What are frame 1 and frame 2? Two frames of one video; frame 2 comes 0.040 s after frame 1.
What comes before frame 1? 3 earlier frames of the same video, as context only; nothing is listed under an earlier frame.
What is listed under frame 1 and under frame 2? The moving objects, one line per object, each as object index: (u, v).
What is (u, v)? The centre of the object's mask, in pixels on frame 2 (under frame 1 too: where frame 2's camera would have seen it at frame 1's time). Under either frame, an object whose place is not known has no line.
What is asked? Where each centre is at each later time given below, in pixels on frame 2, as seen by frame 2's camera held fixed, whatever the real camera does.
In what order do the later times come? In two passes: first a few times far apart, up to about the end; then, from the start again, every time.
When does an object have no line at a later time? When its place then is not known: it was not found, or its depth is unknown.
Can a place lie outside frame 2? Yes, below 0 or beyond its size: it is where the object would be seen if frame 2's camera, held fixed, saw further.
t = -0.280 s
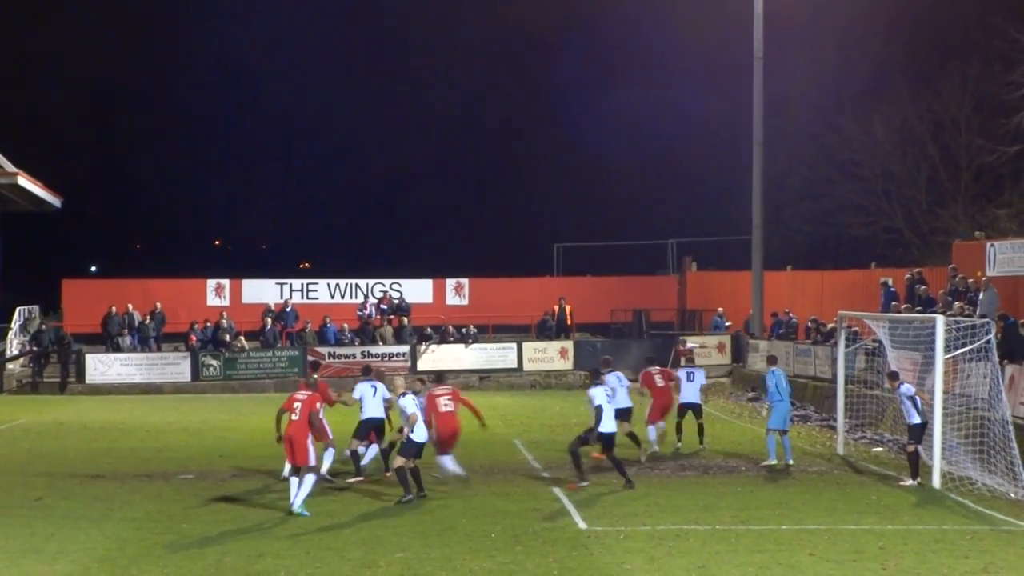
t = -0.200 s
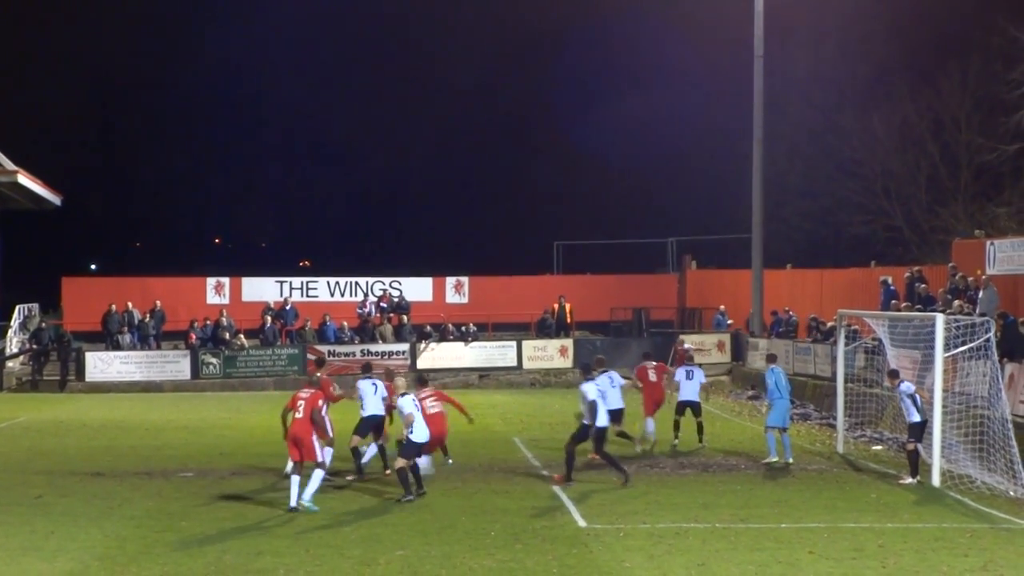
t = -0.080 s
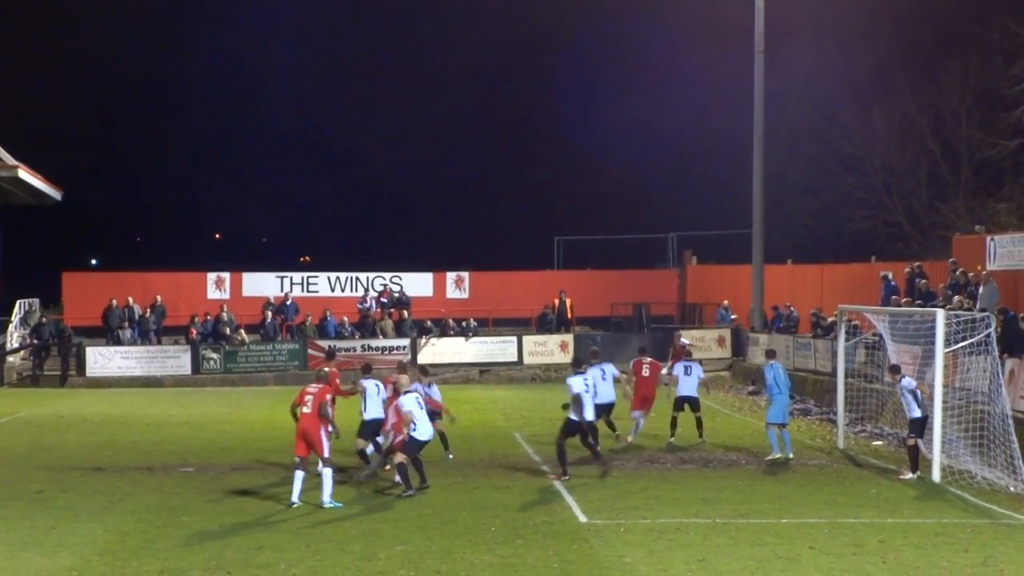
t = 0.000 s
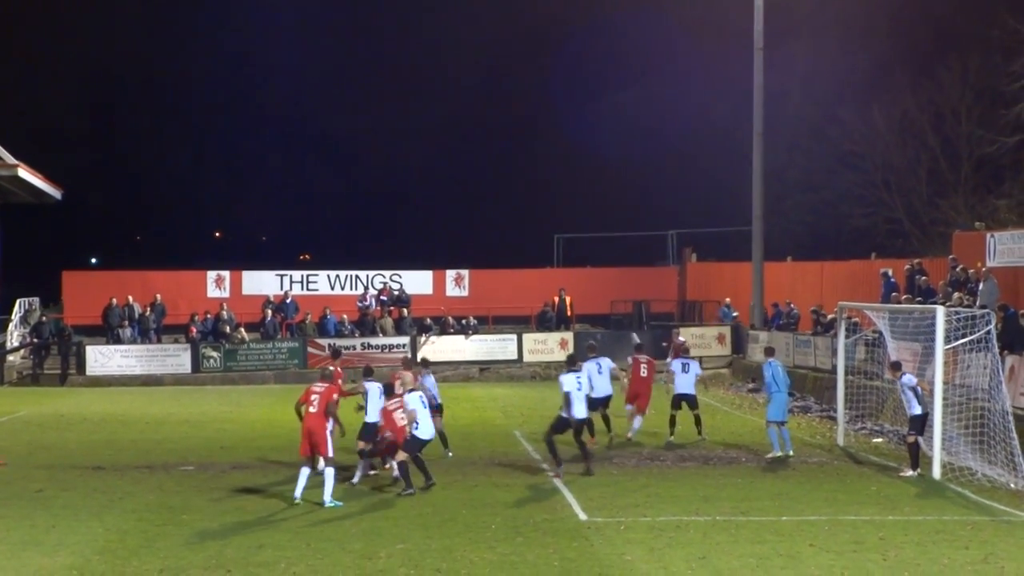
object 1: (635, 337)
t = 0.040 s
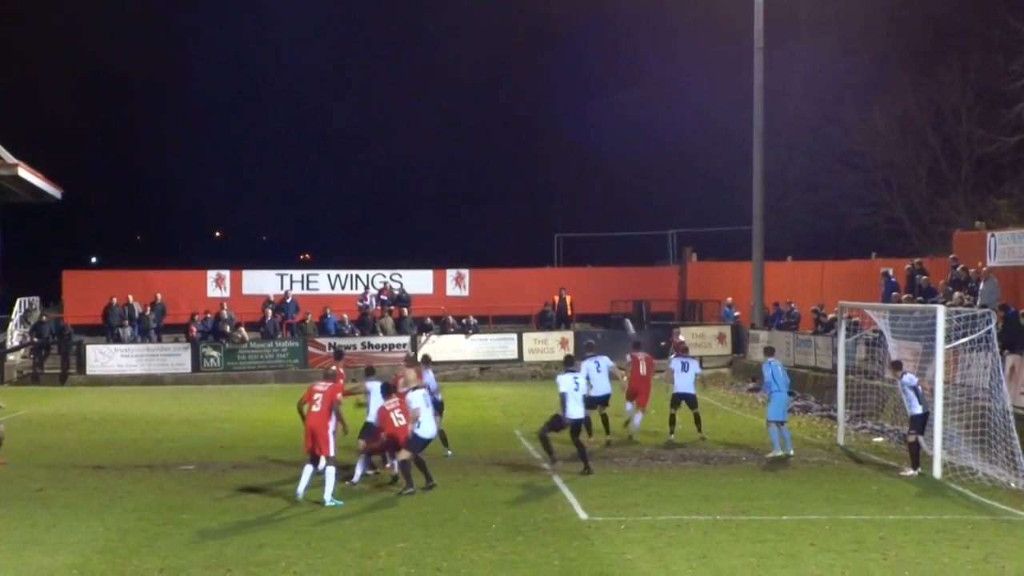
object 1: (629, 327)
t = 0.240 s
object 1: (598, 269)
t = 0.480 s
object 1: (566, 213)
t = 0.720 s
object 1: (539, 170)
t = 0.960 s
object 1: (516, 145)
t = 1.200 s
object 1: (496, 140)
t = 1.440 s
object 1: (478, 159)
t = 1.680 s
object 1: (462, 207)
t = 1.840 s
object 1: (454, 257)
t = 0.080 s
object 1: (623, 315)
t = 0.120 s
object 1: (616, 303)
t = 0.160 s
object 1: (610, 291)
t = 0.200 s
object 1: (604, 280)
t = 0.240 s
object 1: (598, 269)
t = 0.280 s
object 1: (592, 259)
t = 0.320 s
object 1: (587, 250)
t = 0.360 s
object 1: (581, 240)
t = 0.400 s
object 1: (576, 230)
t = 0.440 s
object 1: (571, 221)
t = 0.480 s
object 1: (566, 213)
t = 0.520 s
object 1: (561, 205)
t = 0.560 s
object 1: (556, 196)
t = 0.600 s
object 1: (552, 190)
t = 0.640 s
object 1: (547, 181)
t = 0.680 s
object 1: (543, 176)
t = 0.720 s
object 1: (539, 170)
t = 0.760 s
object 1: (535, 164)
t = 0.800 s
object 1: (531, 159)
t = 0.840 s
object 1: (527, 155)
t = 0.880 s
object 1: (523, 151)
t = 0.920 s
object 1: (519, 148)
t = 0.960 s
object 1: (516, 145)
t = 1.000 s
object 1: (512, 143)
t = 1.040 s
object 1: (508, 141)
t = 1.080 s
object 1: (505, 140)
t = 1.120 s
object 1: (502, 139)
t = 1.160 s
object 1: (499, 139)
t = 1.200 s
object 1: (496, 140)
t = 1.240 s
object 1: (492, 141)
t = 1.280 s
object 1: (490, 144)
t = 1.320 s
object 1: (487, 146)
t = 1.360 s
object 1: (484, 149)
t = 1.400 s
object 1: (481, 154)
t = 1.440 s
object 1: (478, 159)
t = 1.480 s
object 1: (475, 165)
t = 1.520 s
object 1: (472, 172)
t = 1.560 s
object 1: (470, 180)
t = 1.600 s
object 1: (467, 188)
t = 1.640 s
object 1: (465, 197)
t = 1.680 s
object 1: (462, 207)
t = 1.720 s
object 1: (460, 219)
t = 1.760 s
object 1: (458, 231)
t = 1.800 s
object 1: (456, 244)
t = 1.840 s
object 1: (454, 257)
